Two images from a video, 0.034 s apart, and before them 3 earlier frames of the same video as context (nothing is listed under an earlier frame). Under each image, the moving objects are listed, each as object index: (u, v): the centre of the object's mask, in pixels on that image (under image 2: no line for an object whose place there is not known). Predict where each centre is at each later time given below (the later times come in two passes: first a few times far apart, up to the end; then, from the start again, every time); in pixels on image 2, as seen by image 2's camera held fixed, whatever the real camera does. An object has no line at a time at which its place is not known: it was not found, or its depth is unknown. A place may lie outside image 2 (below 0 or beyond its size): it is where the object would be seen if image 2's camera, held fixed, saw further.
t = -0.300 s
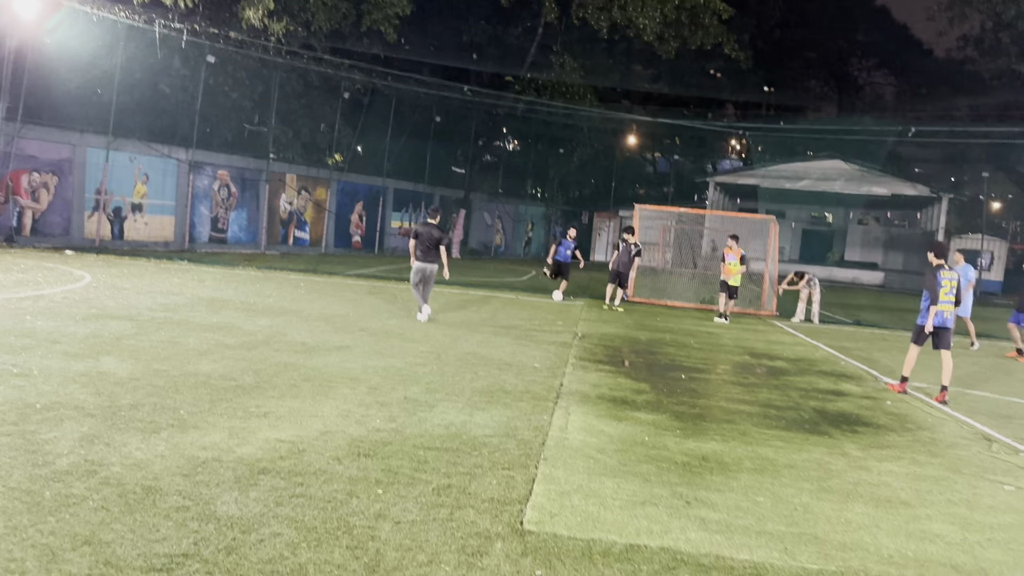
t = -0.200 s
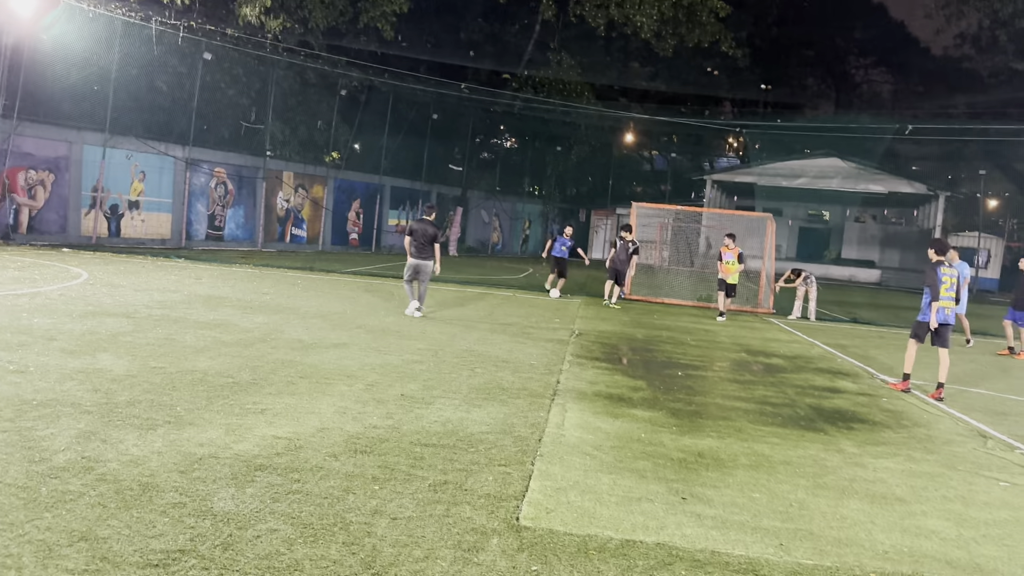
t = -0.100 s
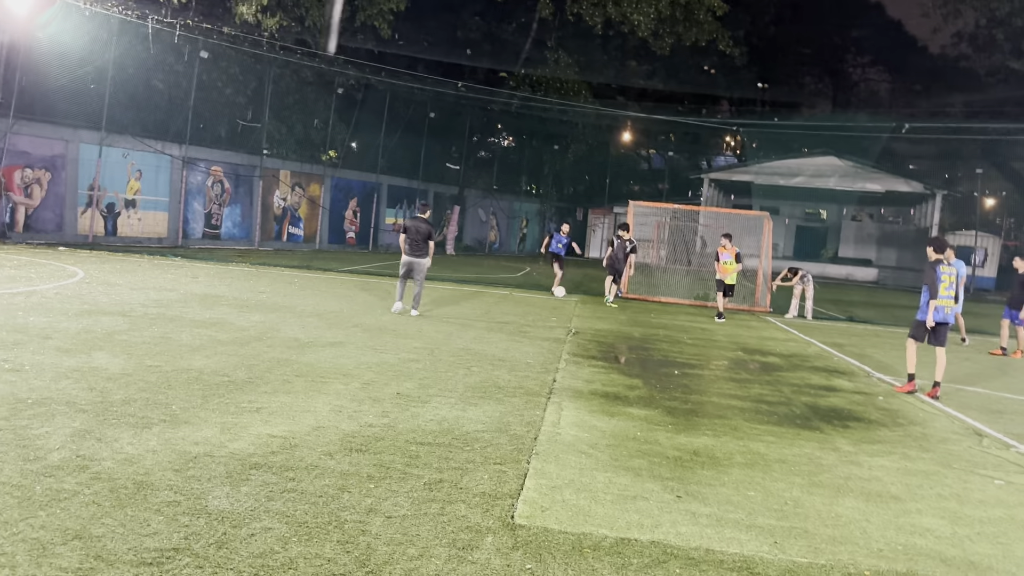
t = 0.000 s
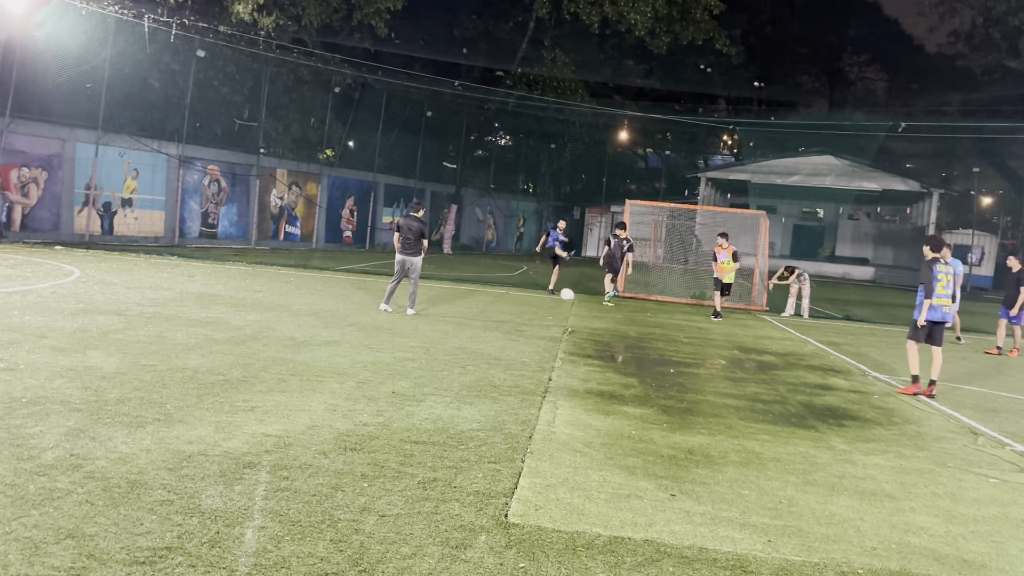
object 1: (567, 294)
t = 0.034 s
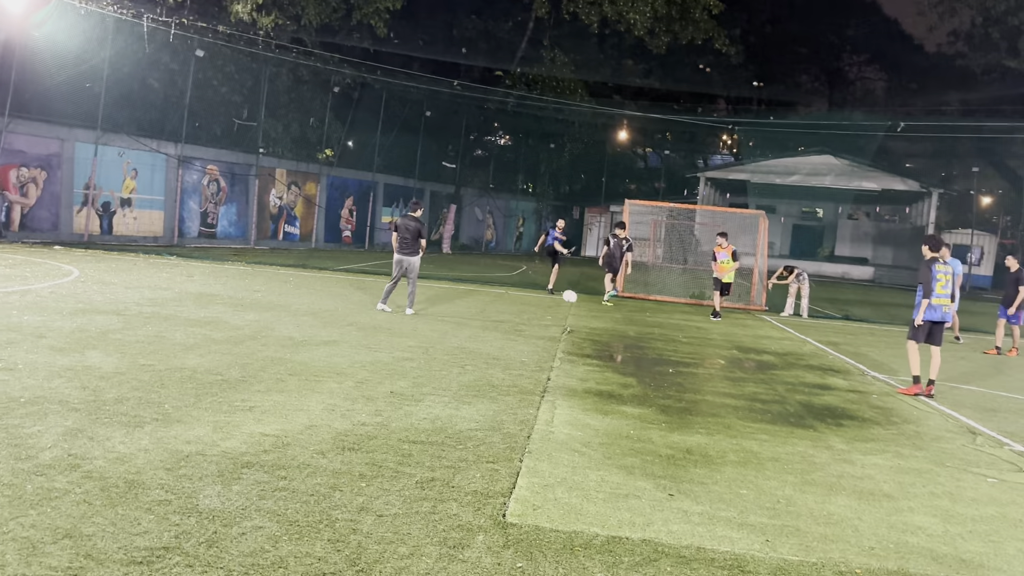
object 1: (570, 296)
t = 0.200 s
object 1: (589, 316)
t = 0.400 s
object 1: (616, 332)
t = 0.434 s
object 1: (621, 339)
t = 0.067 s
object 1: (573, 299)
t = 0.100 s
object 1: (577, 304)
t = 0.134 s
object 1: (581, 308)
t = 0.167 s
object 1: (584, 314)
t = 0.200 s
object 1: (589, 316)
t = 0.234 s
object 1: (593, 316)
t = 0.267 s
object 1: (597, 318)
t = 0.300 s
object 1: (601, 320)
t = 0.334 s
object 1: (605, 323)
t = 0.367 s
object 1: (611, 327)
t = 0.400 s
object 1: (616, 332)
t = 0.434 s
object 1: (621, 339)
